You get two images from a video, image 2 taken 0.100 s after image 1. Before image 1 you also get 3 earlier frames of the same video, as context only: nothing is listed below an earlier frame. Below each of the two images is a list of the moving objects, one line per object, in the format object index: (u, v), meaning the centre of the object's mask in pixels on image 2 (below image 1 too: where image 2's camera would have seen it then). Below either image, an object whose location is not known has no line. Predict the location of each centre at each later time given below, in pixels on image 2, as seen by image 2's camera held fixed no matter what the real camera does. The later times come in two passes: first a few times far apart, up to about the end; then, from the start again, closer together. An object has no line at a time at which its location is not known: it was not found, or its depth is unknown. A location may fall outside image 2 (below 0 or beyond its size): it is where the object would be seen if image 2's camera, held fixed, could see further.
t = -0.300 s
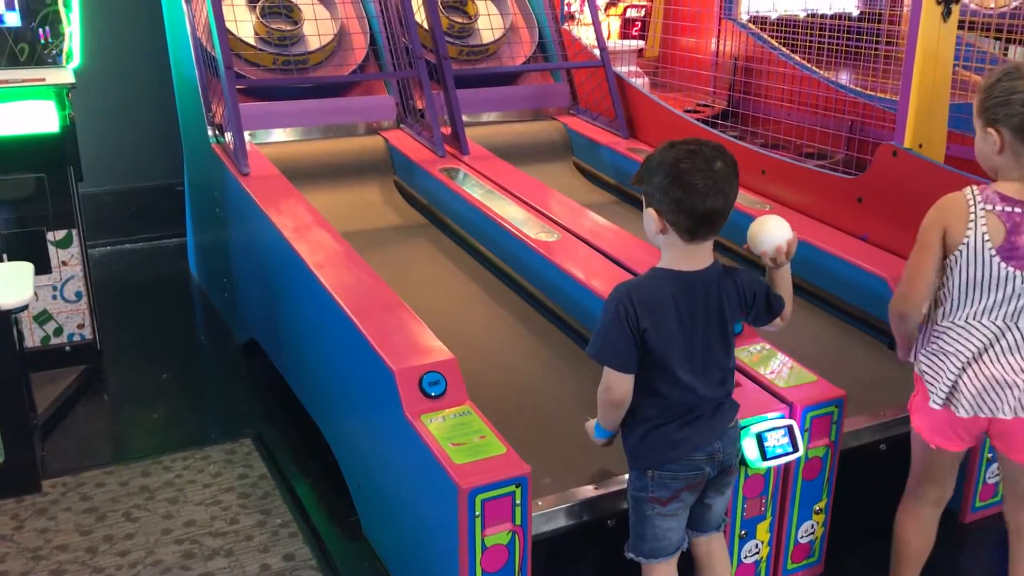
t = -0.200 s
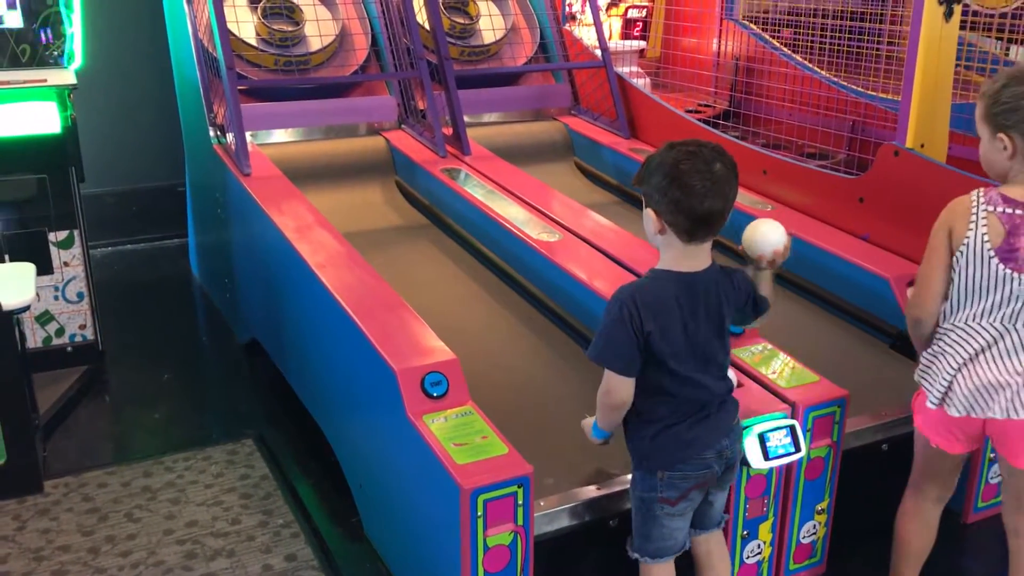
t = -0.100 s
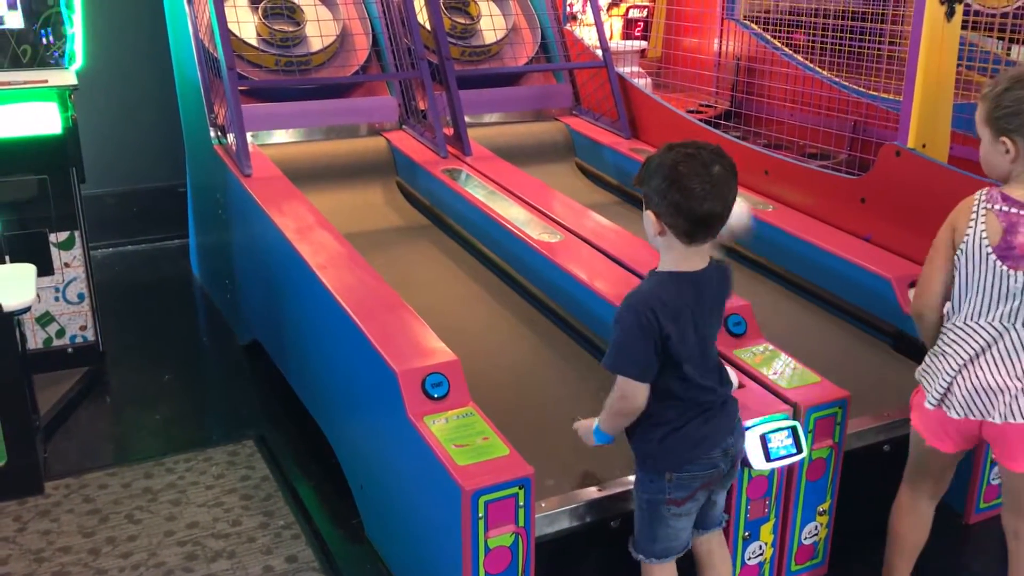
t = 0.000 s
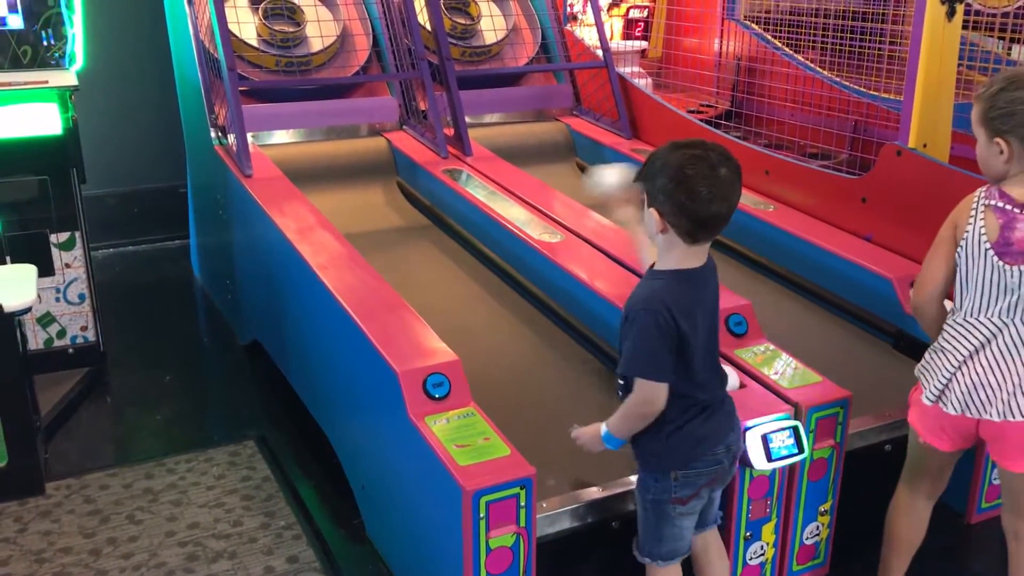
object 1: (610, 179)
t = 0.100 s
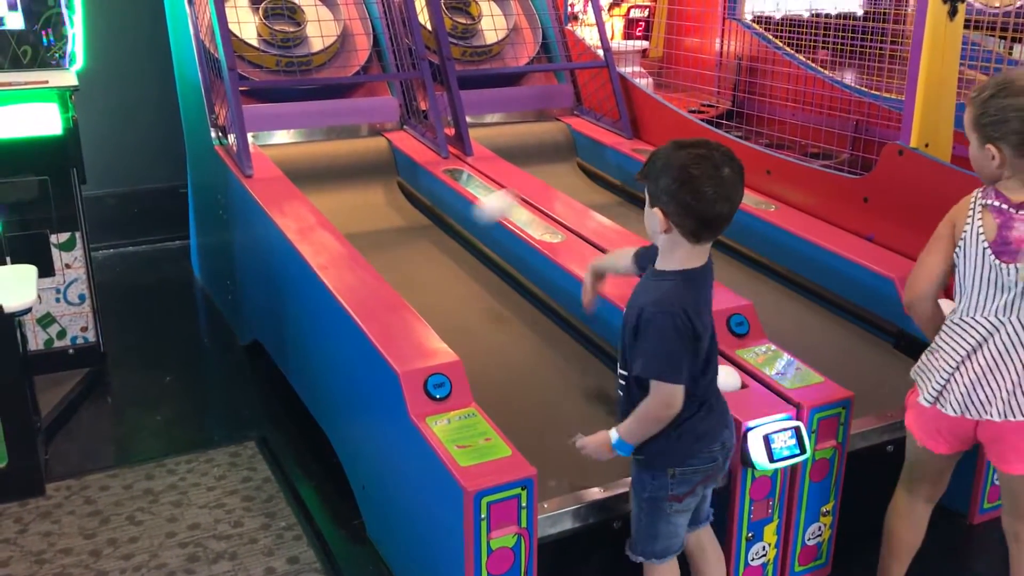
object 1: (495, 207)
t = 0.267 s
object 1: (370, 230)
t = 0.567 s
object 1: (293, 138)
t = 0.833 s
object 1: (304, 130)
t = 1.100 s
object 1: (328, 131)
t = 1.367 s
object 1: (351, 135)
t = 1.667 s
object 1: (395, 196)
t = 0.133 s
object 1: (464, 223)
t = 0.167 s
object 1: (436, 238)
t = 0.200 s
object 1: (409, 260)
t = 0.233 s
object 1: (389, 252)
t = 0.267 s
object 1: (370, 230)
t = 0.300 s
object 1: (351, 219)
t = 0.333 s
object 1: (335, 210)
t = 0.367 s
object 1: (321, 202)
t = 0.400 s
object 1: (312, 198)
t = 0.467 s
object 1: (298, 180)
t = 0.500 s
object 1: (294, 167)
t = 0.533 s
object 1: (293, 152)
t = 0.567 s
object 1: (293, 138)
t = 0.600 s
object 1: (292, 130)
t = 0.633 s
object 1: (293, 125)
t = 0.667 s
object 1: (293, 122)
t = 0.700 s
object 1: (294, 122)
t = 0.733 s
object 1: (295, 125)
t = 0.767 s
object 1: (298, 130)
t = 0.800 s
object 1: (301, 131)
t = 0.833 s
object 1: (304, 130)
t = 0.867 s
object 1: (307, 132)
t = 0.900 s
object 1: (310, 132)
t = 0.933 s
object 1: (313, 132)
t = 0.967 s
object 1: (316, 132)
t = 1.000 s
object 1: (319, 132)
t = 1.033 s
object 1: (322, 131)
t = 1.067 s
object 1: (325, 131)
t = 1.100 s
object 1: (328, 131)
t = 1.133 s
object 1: (331, 131)
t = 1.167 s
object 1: (333, 131)
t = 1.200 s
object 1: (336, 131)
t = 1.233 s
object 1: (339, 131)
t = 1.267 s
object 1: (342, 132)
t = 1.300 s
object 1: (345, 132)
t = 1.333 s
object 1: (348, 133)
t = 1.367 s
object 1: (351, 135)
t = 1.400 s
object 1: (355, 137)
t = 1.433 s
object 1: (358, 140)
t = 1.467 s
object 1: (362, 144)
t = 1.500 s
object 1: (367, 150)
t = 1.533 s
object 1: (371, 159)
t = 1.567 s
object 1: (376, 170)
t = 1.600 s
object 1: (381, 182)
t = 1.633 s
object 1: (388, 190)
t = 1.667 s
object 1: (395, 196)
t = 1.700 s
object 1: (402, 201)
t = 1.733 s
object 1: (409, 205)
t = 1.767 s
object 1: (416, 210)
